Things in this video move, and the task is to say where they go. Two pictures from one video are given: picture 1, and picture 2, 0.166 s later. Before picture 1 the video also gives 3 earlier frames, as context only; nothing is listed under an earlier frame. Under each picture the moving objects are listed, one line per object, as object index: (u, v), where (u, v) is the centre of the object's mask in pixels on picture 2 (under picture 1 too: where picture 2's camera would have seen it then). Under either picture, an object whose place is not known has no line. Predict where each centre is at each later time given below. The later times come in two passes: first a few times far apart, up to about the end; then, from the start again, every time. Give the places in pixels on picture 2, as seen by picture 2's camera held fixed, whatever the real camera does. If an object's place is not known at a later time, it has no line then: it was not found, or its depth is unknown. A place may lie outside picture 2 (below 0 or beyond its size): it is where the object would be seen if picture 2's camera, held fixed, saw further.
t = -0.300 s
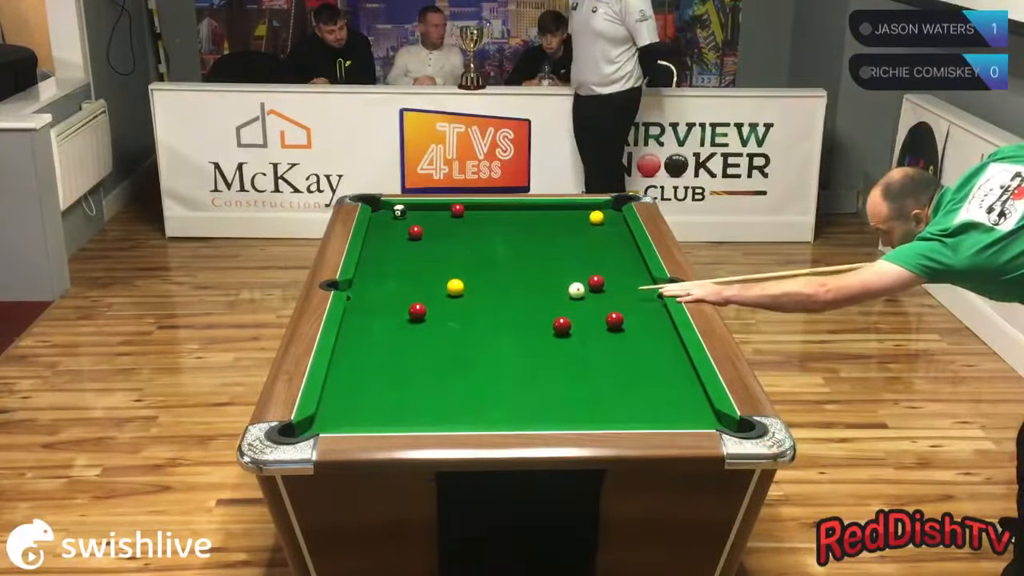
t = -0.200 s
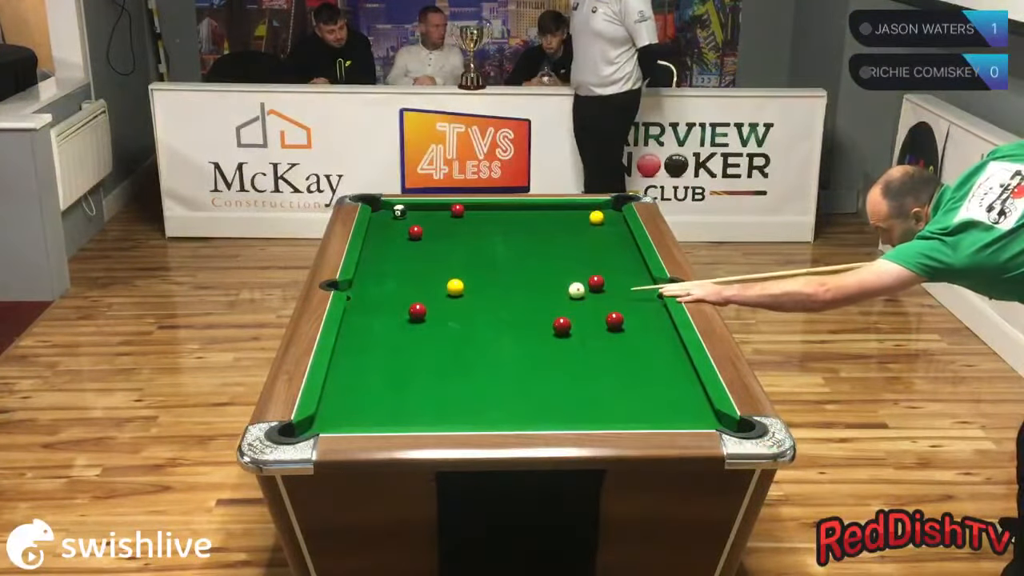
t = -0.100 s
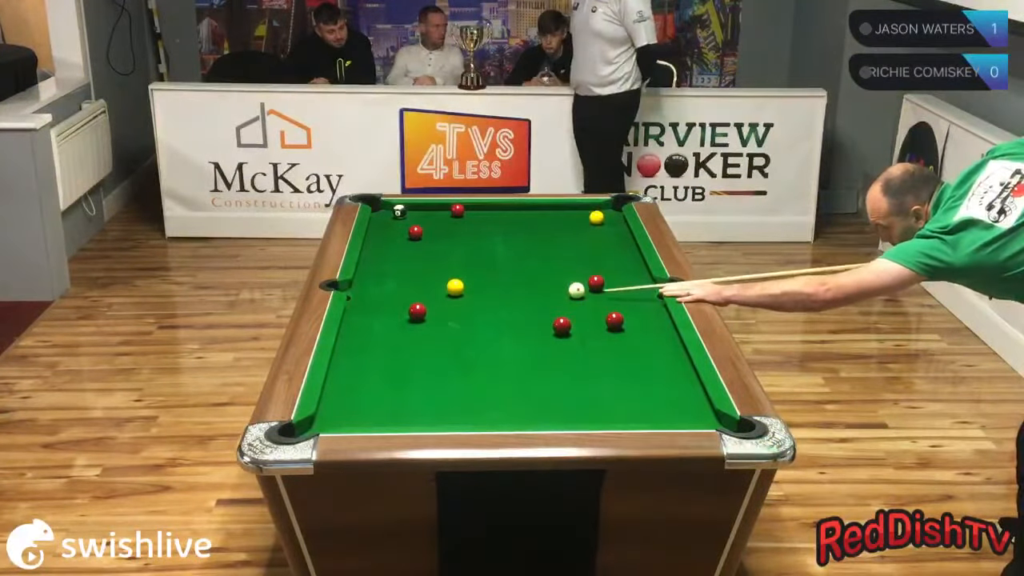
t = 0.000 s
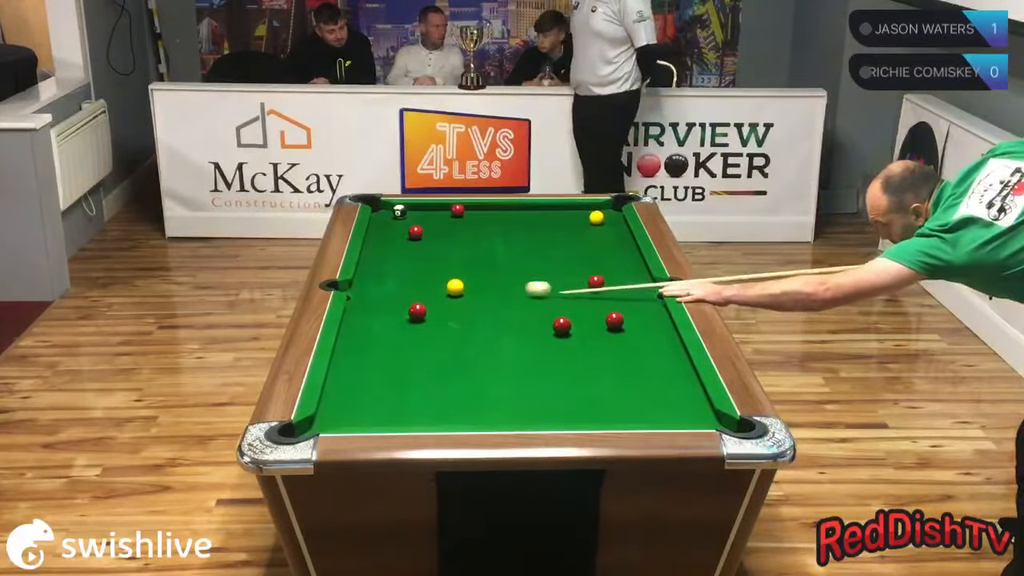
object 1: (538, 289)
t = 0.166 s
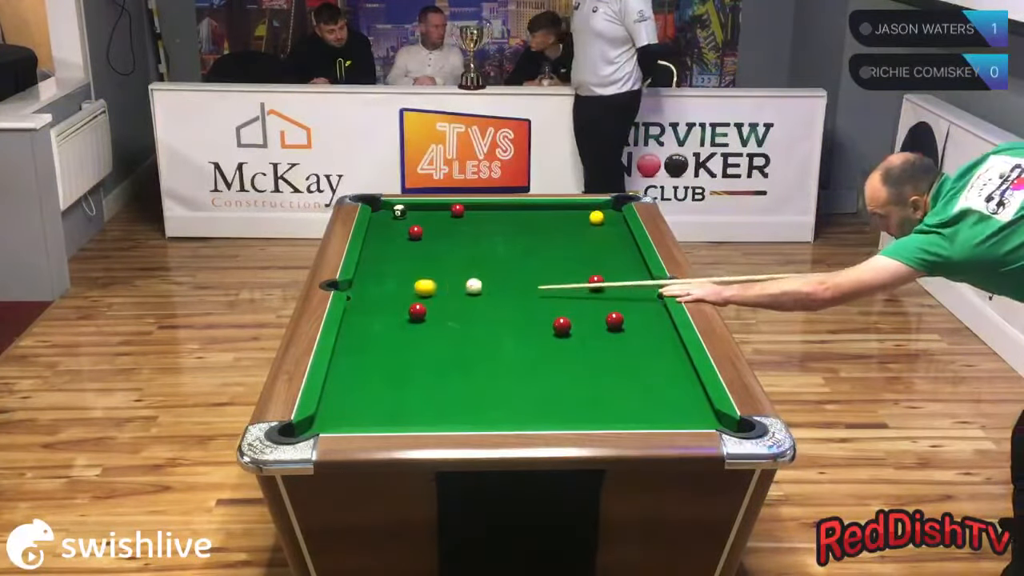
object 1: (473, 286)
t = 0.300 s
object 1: (478, 284)
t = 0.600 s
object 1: (488, 279)
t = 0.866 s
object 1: (495, 275)
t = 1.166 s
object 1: (502, 272)
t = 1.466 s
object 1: (507, 269)
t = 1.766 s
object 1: (511, 267)
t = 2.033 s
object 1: (515, 266)
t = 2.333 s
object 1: (516, 265)
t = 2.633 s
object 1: (514, 264)
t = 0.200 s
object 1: (475, 286)
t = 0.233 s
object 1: (476, 285)
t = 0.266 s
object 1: (477, 284)
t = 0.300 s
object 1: (478, 284)
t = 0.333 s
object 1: (480, 283)
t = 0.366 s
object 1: (481, 283)
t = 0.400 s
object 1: (482, 282)
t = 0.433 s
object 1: (483, 282)
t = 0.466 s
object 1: (484, 281)
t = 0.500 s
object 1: (485, 281)
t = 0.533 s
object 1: (486, 280)
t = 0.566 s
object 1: (487, 279)
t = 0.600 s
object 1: (488, 279)
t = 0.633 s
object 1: (489, 278)
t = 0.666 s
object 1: (490, 278)
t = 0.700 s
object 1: (491, 278)
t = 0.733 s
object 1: (492, 277)
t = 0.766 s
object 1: (493, 277)
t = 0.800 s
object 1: (494, 276)
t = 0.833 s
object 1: (494, 276)
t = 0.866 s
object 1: (495, 275)
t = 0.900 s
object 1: (496, 275)
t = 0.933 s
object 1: (497, 275)
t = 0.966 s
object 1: (498, 274)
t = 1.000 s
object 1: (499, 274)
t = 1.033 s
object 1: (499, 274)
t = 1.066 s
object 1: (500, 273)
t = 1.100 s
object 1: (501, 273)
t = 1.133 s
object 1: (501, 272)
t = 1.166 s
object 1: (502, 272)
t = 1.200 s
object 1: (503, 272)
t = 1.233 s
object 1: (503, 271)
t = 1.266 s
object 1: (504, 271)
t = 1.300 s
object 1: (504, 271)
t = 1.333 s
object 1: (505, 271)
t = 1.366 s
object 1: (506, 270)
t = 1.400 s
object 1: (506, 270)
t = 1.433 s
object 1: (507, 270)
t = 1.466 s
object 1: (507, 269)
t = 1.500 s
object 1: (508, 269)
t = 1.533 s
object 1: (508, 269)
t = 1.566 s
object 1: (509, 268)
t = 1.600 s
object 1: (509, 268)
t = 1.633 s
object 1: (509, 268)
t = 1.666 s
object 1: (510, 268)
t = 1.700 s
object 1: (510, 268)
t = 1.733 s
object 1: (511, 267)
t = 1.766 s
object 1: (511, 267)
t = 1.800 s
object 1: (511, 267)
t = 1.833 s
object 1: (511, 267)
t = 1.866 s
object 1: (512, 266)
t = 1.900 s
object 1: (512, 266)
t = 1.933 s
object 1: (512, 266)
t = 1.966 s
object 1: (513, 266)
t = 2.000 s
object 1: (513, 266)
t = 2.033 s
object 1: (515, 266)
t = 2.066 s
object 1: (514, 265)
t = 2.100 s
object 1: (514, 266)
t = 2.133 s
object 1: (514, 266)
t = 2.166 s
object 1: (515, 265)
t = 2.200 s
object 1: (515, 265)
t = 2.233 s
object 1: (515, 265)
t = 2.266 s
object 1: (515, 265)
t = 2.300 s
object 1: (516, 265)
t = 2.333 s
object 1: (516, 265)
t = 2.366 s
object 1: (516, 265)
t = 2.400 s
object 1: (516, 265)
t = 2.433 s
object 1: (516, 265)
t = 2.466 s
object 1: (516, 265)
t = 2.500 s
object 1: (516, 265)
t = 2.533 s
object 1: (516, 265)
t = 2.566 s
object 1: (516, 265)
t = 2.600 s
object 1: (516, 265)
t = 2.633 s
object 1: (514, 264)
